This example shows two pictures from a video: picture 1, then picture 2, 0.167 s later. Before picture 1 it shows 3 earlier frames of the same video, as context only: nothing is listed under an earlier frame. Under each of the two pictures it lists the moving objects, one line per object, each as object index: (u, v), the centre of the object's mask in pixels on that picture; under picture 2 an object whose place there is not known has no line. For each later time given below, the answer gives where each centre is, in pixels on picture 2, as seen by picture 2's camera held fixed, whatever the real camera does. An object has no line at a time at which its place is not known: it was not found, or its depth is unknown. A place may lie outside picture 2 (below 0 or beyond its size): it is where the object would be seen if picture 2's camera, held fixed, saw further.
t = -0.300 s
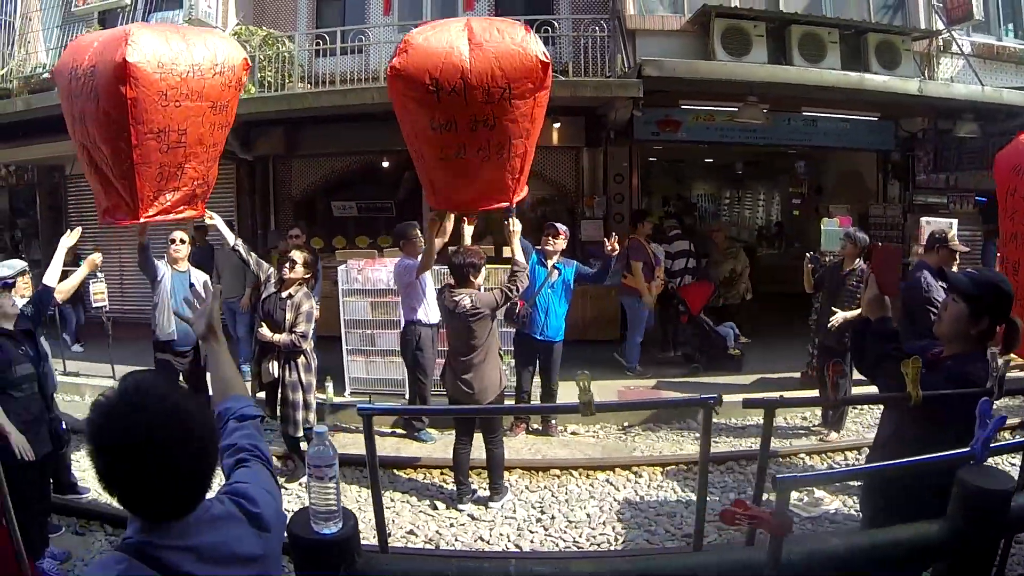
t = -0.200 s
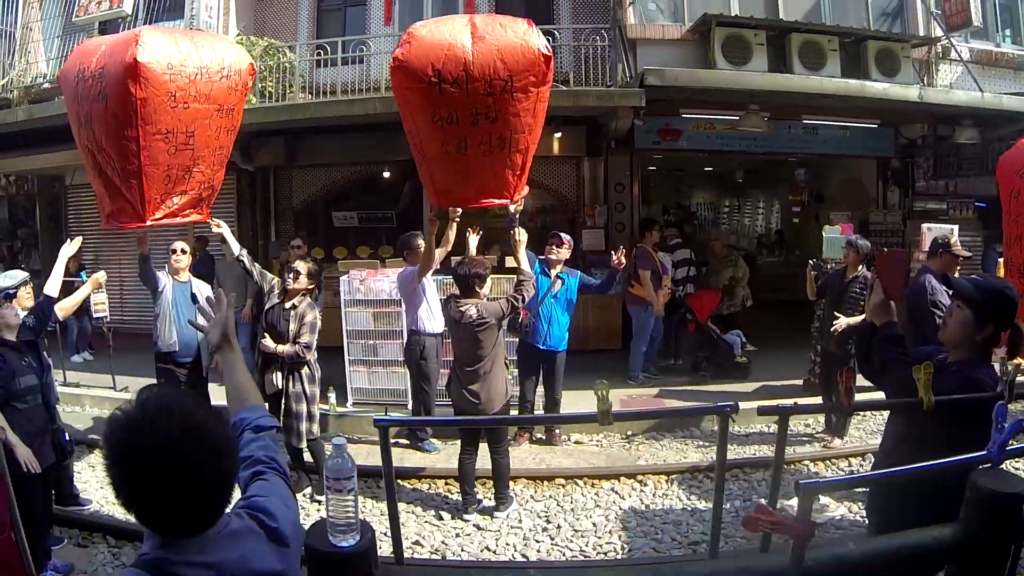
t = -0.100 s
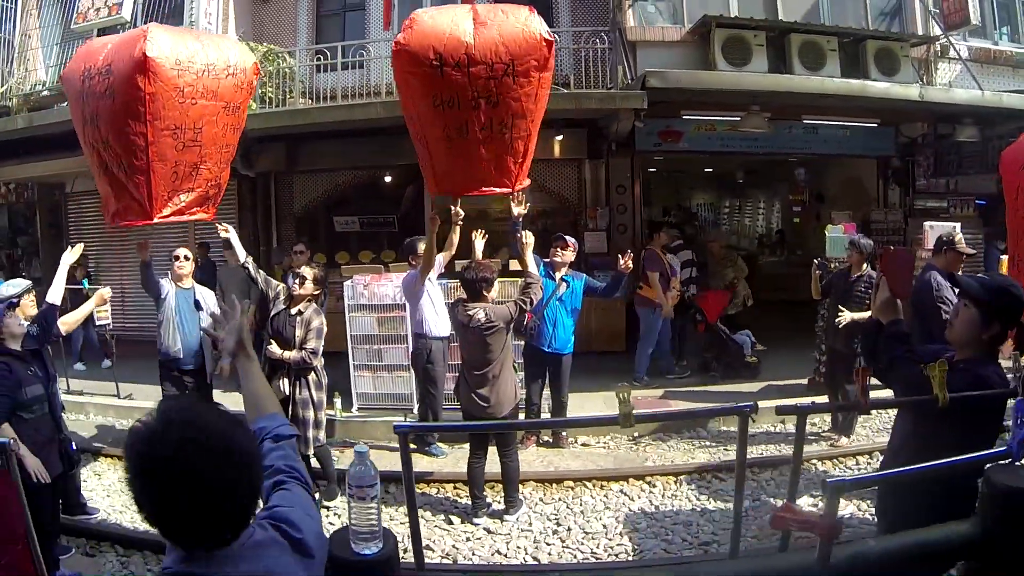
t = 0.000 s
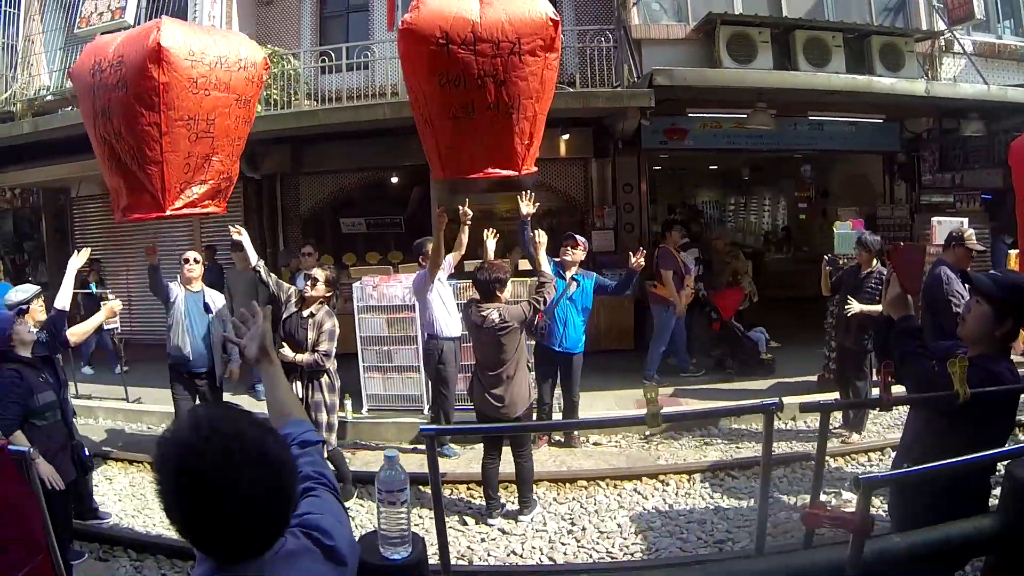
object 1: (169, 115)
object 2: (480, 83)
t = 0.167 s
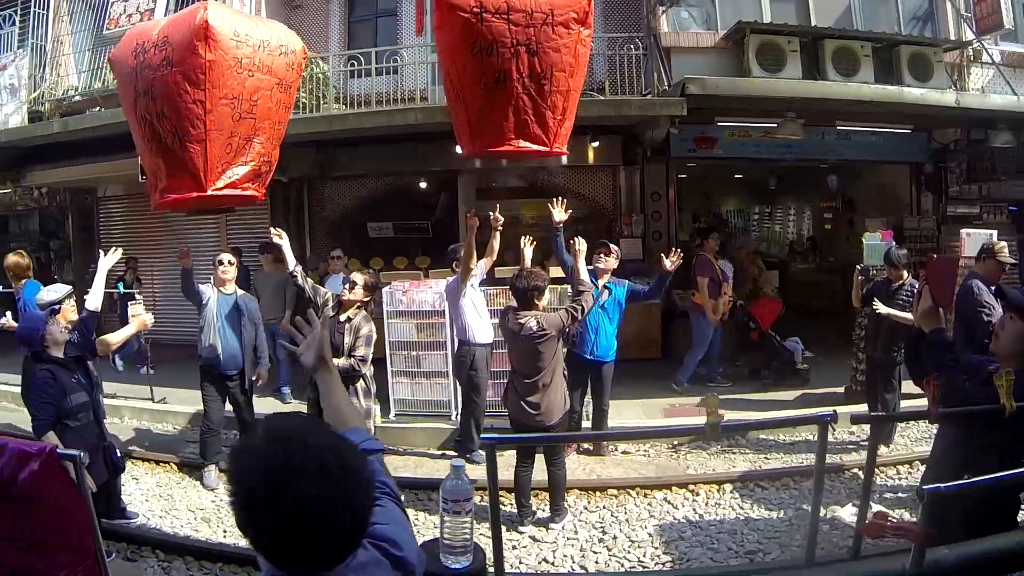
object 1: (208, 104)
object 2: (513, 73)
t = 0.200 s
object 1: (206, 99)
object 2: (509, 69)
